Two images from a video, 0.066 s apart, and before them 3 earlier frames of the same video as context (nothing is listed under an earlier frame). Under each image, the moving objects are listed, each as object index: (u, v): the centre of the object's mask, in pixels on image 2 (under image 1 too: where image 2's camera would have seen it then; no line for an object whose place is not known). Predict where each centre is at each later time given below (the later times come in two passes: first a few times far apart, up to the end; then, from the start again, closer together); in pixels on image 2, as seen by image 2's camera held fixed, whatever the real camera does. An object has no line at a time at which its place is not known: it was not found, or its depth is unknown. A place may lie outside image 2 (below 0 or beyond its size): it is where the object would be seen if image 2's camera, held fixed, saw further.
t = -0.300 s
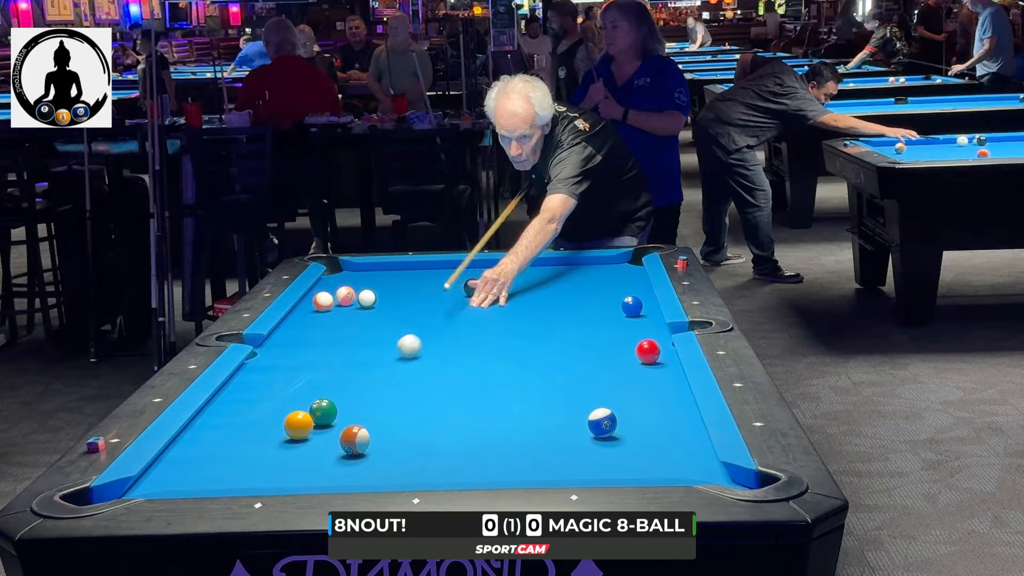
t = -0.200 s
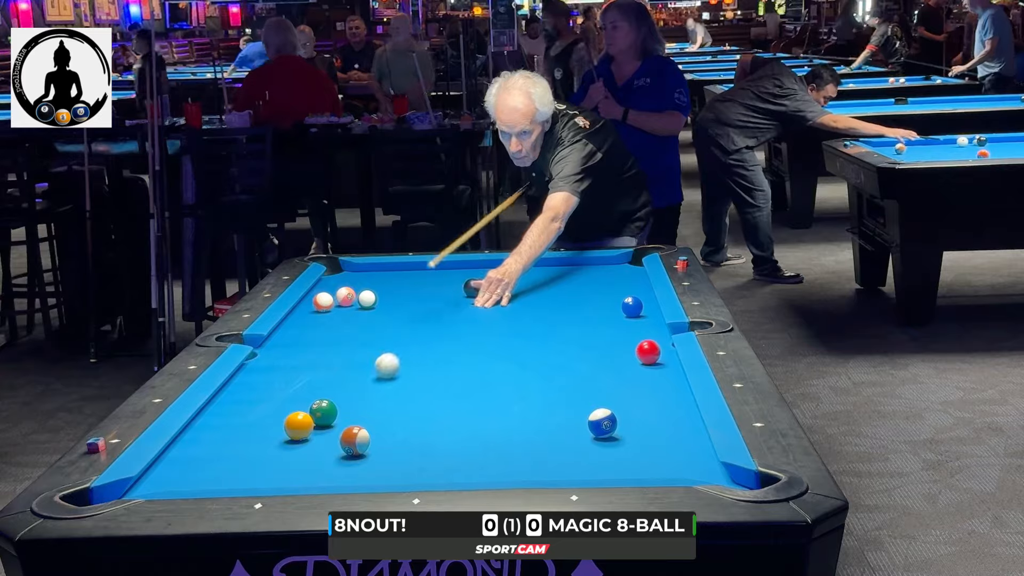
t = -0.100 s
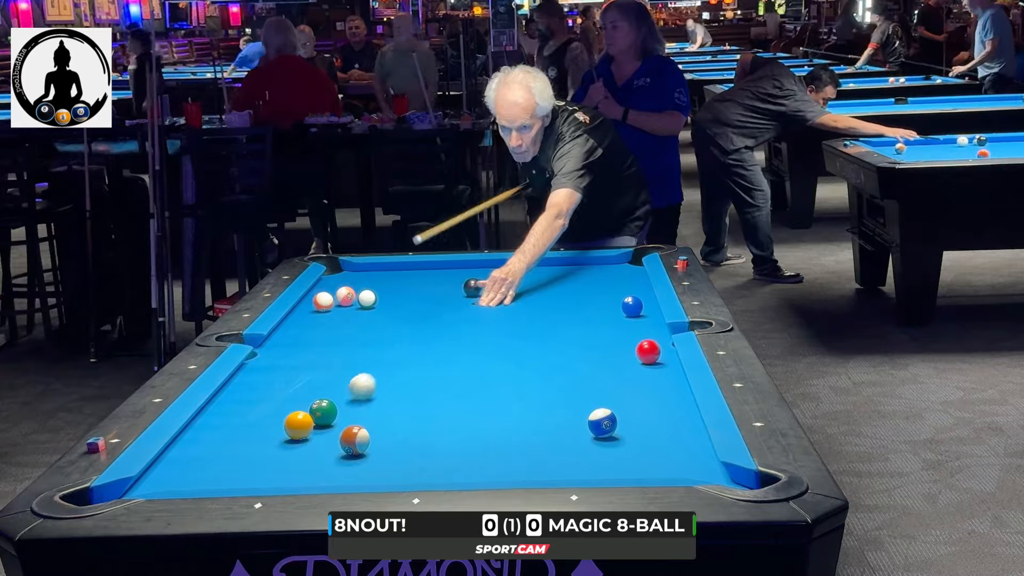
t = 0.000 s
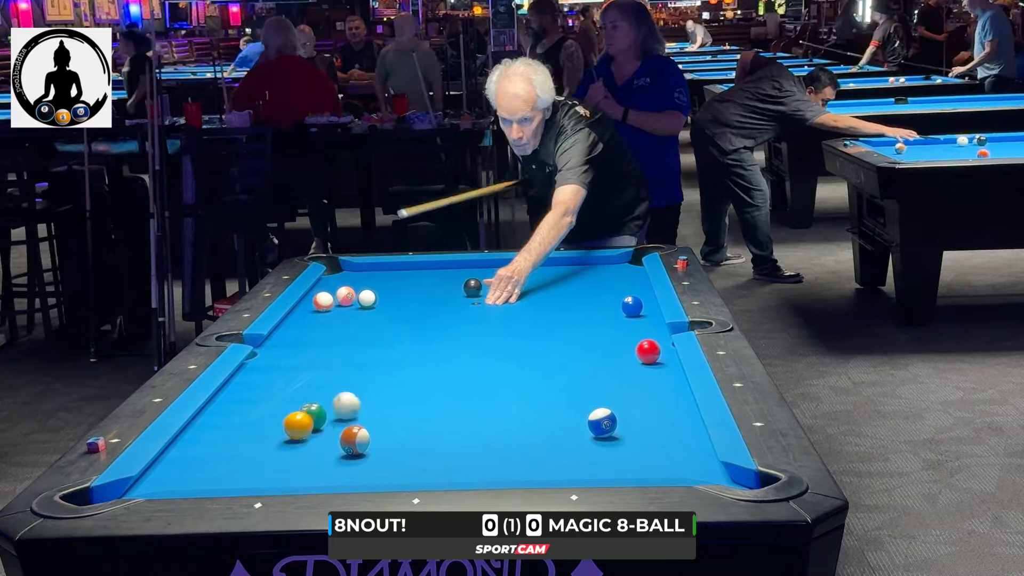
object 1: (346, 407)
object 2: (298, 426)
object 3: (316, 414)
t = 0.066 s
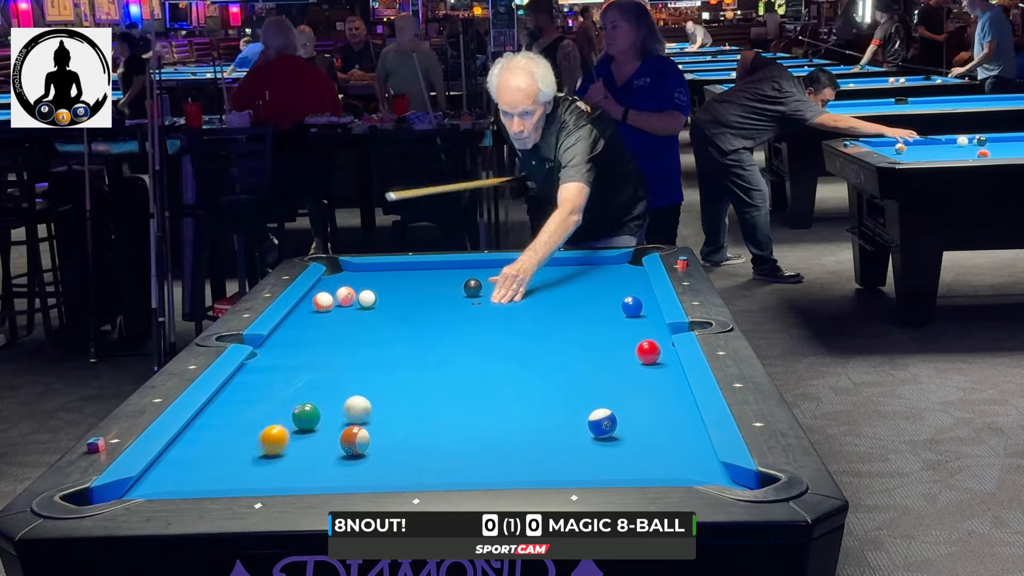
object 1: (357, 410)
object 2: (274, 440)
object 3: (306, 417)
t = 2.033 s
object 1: (583, 408)
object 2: (220, 410)
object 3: (281, 379)
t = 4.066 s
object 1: (647, 358)
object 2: (221, 408)
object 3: (319, 349)
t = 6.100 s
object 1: (641, 358)
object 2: (220, 408)
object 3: (319, 348)
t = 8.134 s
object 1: (641, 358)
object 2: (221, 408)
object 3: (319, 348)
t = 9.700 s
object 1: (641, 358)
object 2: (221, 408)
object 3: (319, 348)
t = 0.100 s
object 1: (362, 412)
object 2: (263, 446)
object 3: (303, 416)
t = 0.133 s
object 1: (365, 415)
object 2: (251, 452)
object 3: (301, 416)
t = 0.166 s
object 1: (369, 417)
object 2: (241, 459)
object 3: (298, 416)
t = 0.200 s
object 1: (373, 420)
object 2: (230, 465)
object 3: (295, 416)
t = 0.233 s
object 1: (376, 424)
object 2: (220, 470)
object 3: (292, 416)
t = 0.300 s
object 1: (382, 431)
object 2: (197, 479)
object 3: (287, 416)
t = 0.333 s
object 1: (384, 434)
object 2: (189, 481)
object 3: (284, 415)
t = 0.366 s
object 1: (388, 437)
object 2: (188, 479)
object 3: (282, 415)
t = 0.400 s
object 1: (391, 441)
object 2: (187, 477)
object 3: (280, 415)
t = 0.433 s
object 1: (395, 444)
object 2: (186, 475)
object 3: (277, 415)
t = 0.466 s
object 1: (398, 447)
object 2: (185, 472)
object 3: (275, 415)
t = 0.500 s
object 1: (402, 451)
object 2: (184, 468)
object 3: (273, 415)
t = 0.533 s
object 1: (406, 455)
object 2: (182, 464)
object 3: (271, 415)
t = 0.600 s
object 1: (413, 461)
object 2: (180, 457)
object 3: (266, 415)
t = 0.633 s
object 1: (417, 465)
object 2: (179, 454)
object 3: (264, 414)
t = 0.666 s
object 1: (420, 468)
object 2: (179, 451)
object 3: (262, 414)
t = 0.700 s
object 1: (424, 470)
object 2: (179, 448)
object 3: (260, 414)
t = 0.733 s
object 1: (428, 472)
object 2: (183, 445)
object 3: (258, 414)
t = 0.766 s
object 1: (432, 474)
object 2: (187, 442)
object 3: (256, 414)
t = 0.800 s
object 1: (436, 475)
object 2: (191, 440)
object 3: (255, 414)
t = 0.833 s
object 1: (441, 473)
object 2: (196, 437)
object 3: (253, 414)
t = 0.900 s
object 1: (452, 471)
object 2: (204, 432)
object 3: (249, 414)
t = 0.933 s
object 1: (457, 470)
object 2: (208, 430)
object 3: (247, 414)
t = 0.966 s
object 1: (462, 468)
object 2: (212, 427)
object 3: (246, 414)
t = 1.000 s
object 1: (467, 467)
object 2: (216, 425)
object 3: (244, 414)
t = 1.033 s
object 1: (472, 465)
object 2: (219, 423)
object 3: (244, 413)
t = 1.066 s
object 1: (477, 463)
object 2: (221, 421)
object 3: (244, 412)
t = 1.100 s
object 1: (481, 460)
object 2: (221, 421)
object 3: (246, 411)
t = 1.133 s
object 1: (486, 458)
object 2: (221, 420)
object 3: (247, 409)
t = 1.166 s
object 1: (490, 455)
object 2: (221, 420)
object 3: (248, 408)
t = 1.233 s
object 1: (499, 451)
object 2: (220, 419)
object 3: (251, 405)
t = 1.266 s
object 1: (503, 449)
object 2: (220, 418)
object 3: (253, 404)
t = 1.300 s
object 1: (507, 447)
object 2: (220, 418)
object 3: (254, 403)
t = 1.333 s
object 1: (511, 445)
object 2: (220, 417)
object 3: (256, 402)
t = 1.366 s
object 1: (516, 443)
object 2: (220, 417)
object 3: (257, 400)
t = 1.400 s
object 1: (520, 441)
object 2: (220, 416)
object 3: (259, 399)
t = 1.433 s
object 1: (523, 439)
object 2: (220, 416)
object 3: (260, 397)
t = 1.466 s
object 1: (527, 437)
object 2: (220, 415)
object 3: (261, 396)
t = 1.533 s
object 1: (535, 433)
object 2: (220, 415)
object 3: (264, 394)
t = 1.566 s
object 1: (539, 432)
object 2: (220, 414)
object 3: (265, 393)
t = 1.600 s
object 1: (542, 430)
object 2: (220, 414)
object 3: (267, 391)
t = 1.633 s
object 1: (546, 428)
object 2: (220, 413)
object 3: (268, 390)
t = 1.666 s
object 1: (549, 426)
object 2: (220, 413)
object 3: (269, 389)
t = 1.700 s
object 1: (553, 424)
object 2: (220, 412)
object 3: (270, 388)
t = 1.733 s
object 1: (556, 422)
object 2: (220, 412)
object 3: (271, 387)
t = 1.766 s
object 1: (560, 421)
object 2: (220, 412)
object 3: (273, 386)
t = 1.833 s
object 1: (566, 418)
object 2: (220, 411)
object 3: (275, 384)
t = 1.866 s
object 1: (569, 416)
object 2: (220, 411)
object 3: (276, 383)
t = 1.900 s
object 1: (572, 415)
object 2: (220, 411)
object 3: (277, 382)
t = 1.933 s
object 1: (575, 413)
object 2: (220, 411)
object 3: (278, 381)
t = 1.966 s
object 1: (578, 411)
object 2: (220, 410)
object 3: (279, 380)
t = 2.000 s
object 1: (580, 410)
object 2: (220, 410)
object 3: (280, 379)
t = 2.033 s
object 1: (583, 408)
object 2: (220, 410)
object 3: (281, 379)
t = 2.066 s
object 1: (586, 406)
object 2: (220, 410)
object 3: (282, 378)
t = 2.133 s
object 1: (592, 402)
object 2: (220, 409)
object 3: (284, 376)
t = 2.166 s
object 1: (595, 401)
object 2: (220, 409)
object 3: (286, 375)
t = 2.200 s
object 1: (598, 399)
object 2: (220, 409)
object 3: (286, 374)
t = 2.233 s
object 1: (601, 398)
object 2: (220, 409)
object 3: (287, 373)
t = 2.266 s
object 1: (604, 398)
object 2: (220, 409)
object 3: (288, 372)
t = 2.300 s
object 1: (607, 397)
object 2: (221, 408)
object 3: (289, 372)
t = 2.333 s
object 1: (609, 396)
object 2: (221, 408)
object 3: (290, 371)
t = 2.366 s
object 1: (612, 395)
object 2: (221, 408)
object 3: (291, 370)
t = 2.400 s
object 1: (614, 394)
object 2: (221, 408)
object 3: (292, 369)
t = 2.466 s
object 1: (619, 392)
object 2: (221, 408)
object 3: (294, 368)
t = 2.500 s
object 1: (621, 391)
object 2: (221, 408)
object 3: (295, 368)
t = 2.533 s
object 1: (624, 390)
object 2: (221, 408)
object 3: (296, 367)
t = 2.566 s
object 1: (626, 388)
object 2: (221, 408)
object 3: (296, 366)
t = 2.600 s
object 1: (628, 387)
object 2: (221, 408)
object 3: (297, 365)
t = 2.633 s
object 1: (631, 386)
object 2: (221, 408)
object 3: (298, 365)
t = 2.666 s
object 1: (633, 385)
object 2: (220, 408)
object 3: (299, 364)
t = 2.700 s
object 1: (635, 384)
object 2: (221, 408)
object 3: (300, 364)
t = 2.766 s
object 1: (639, 382)
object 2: (220, 408)
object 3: (301, 362)
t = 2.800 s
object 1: (642, 381)
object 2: (221, 408)
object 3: (302, 362)
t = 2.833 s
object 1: (644, 380)
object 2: (221, 408)
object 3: (303, 361)
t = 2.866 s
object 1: (646, 379)
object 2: (221, 408)
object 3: (303, 361)
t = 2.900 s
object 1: (647, 378)
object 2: (221, 408)
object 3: (304, 360)
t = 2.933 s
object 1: (650, 377)
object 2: (221, 408)
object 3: (304, 360)
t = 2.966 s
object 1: (652, 376)
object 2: (221, 408)
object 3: (305, 359)
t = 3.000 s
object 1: (653, 375)
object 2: (221, 408)
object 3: (306, 359)
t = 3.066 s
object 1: (657, 373)
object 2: (220, 408)
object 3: (307, 358)
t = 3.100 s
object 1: (659, 372)
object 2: (221, 408)
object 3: (307, 357)
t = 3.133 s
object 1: (661, 372)
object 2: (221, 408)
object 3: (308, 357)
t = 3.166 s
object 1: (662, 371)
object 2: (221, 408)
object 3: (309, 357)
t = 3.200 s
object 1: (664, 370)
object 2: (221, 408)
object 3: (309, 356)
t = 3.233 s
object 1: (666, 369)
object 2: (221, 408)
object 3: (309, 356)
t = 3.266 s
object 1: (668, 368)
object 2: (221, 408)
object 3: (310, 356)
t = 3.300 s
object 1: (669, 367)
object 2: (220, 408)
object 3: (310, 355)
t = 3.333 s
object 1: (668, 367)
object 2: (220, 408)
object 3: (311, 355)
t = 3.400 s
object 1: (666, 366)
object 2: (220, 408)
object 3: (312, 354)
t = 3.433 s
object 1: (665, 366)
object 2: (221, 408)
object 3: (312, 354)
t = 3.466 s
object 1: (663, 365)
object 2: (221, 408)
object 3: (313, 353)
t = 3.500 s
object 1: (662, 364)
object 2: (221, 408)
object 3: (313, 353)
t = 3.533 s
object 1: (661, 364)
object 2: (221, 408)
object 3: (313, 352)
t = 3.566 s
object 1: (660, 364)
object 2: (221, 408)
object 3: (314, 352)
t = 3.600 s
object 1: (659, 363)
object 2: (221, 408)
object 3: (314, 352)
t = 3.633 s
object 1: (658, 363)
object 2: (221, 408)
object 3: (315, 352)
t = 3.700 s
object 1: (656, 362)
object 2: (221, 408)
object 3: (315, 351)
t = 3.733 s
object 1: (655, 361)
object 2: (221, 408)
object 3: (316, 351)
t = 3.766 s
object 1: (654, 361)
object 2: (221, 408)
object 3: (316, 351)
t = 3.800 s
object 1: (653, 361)
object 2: (221, 408)
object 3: (317, 350)
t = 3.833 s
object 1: (652, 360)
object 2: (221, 408)
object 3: (317, 350)
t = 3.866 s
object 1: (651, 360)
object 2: (221, 408)
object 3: (317, 350)
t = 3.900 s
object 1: (650, 360)
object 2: (221, 408)
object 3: (317, 350)
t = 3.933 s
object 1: (650, 359)
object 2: (221, 408)
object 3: (318, 350)
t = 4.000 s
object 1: (648, 359)
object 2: (221, 408)
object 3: (318, 349)
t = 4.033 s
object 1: (648, 359)
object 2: (221, 408)
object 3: (318, 349)
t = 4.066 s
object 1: (647, 358)
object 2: (221, 408)
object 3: (319, 349)
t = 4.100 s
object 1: (646, 359)
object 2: (221, 408)
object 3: (319, 349)
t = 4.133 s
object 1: (646, 359)
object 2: (221, 408)
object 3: (319, 349)
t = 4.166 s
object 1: (645, 358)
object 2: (220, 408)
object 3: (319, 348)
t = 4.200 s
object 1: (645, 358)
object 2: (221, 408)
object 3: (319, 348)
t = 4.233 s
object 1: (644, 358)
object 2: (221, 408)
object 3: (319, 348)
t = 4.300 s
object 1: (643, 358)
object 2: (221, 408)
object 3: (319, 348)
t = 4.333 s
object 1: (643, 358)
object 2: (221, 408)
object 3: (319, 348)
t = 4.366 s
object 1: (642, 358)
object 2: (221, 408)
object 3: (319, 348)
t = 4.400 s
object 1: (642, 358)
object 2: (221, 408)
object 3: (319, 348)
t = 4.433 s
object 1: (642, 358)
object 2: (221, 408)
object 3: (319, 348)
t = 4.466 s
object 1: (642, 358)
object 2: (221, 408)
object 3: (319, 348)
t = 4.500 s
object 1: (641, 358)
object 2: (220, 408)
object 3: (319, 348)
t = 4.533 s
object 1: (641, 358)
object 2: (221, 408)
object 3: (319, 348)
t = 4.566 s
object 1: (641, 358)
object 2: (221, 408)
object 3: (319, 348)
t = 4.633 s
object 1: (641, 358)
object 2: (221, 408)
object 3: (319, 348)
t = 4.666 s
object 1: (641, 358)
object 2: (221, 408)
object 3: (319, 348)
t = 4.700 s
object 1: (641, 358)
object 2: (221, 408)
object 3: (319, 348)
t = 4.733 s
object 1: (641, 358)
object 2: (221, 408)
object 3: (319, 348)
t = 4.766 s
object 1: (641, 358)
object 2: (220, 408)
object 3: (319, 348)
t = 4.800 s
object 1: (641, 358)
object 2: (221, 408)
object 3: (319, 348)
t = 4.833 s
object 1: (641, 358)
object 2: (221, 408)
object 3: (319, 348)
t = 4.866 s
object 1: (641, 358)
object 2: (221, 408)
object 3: (319, 348)
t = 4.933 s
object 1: (641, 358)
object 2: (221, 408)
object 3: (319, 348)
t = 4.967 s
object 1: (641, 358)
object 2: (221, 408)
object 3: (319, 348)
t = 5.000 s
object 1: (641, 358)
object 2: (220, 408)
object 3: (319, 348)
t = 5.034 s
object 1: (641, 358)
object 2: (220, 408)
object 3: (318, 348)
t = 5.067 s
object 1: (641, 358)
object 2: (221, 408)
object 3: (318, 348)
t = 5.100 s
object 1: (641, 358)
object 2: (221, 408)
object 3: (319, 348)
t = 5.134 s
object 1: (641, 358)
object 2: (221, 408)
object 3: (318, 348)
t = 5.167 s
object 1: (641, 358)
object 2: (221, 408)
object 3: (319, 348)
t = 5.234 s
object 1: (641, 358)
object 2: (221, 408)
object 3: (319, 348)
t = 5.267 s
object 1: (641, 358)
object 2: (221, 408)
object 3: (319, 348)
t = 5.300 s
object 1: (641, 358)
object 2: (221, 408)
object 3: (319, 348)
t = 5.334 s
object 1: (641, 358)
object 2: (220, 408)
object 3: (319, 348)
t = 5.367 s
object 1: (641, 358)
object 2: (221, 408)
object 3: (319, 348)
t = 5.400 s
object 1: (641, 358)
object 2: (220, 408)
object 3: (319, 348)
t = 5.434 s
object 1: (641, 358)
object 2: (220, 408)
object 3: (319, 348)
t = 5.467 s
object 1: (641, 358)
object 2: (220, 408)
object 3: (319, 348)
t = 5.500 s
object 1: (641, 358)
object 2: (221, 408)
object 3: (319, 348)
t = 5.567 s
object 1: (641, 358)
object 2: (220, 408)
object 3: (319, 348)
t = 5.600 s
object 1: (641, 358)
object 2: (220, 408)
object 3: (318, 348)
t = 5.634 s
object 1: (641, 358)
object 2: (221, 408)
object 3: (318, 348)
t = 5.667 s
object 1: (641, 358)
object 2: (220, 408)
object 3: (319, 348)
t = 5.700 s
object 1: (641, 358)
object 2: (220, 408)
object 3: (319, 348)
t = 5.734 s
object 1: (641, 358)
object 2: (220, 408)
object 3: (319, 348)
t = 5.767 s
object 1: (641, 358)
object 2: (220, 408)
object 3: (319, 348)
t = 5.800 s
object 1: (641, 358)
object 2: (220, 408)
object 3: (319, 348)
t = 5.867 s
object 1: (641, 358)
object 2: (220, 408)
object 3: (319, 348)
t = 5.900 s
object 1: (641, 358)
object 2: (220, 408)
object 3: (318, 348)
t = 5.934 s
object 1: (641, 358)
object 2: (220, 408)
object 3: (318, 348)
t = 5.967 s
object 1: (641, 358)
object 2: (220, 408)
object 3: (318, 348)
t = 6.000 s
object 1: (641, 358)
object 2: (220, 408)
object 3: (319, 348)
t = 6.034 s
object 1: (641, 358)
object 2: (220, 408)
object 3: (318, 348)
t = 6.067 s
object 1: (641, 358)
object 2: (220, 408)
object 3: (318, 348)
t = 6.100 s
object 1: (641, 358)
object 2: (220, 408)
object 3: (319, 348)
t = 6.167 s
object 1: (641, 358)
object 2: (221, 408)
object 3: (318, 348)
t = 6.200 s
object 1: (641, 358)
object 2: (221, 408)
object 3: (318, 348)
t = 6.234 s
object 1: (641, 358)
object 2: (220, 408)
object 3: (318, 348)
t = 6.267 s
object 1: (641, 358)
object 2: (220, 408)
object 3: (318, 348)
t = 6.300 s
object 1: (641, 358)
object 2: (220, 408)
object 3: (318, 348)
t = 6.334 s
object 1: (641, 358)
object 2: (221, 408)
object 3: (318, 348)
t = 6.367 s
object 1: (641, 358)
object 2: (221, 408)
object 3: (319, 348)
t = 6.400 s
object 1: (641, 358)
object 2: (221, 408)
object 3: (319, 348)
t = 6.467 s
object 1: (641, 358)
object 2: (221, 408)
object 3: (319, 348)
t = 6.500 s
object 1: (641, 358)
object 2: (221, 408)
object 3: (319, 348)
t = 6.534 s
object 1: (641, 358)
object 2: (221, 408)
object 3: (319, 348)
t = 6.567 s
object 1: (641, 358)
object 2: (221, 408)
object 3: (319, 348)
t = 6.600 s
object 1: (641, 358)
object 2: (221, 408)
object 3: (318, 348)
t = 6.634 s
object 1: (641, 358)
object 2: (220, 408)
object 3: (319, 348)
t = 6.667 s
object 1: (641, 358)
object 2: (221, 408)
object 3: (319, 348)
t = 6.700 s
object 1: (641, 358)
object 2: (221, 408)
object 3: (319, 348)
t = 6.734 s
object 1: (641, 358)
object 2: (221, 408)
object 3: (319, 348)
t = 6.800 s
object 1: (641, 358)
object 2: (221, 408)
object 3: (319, 348)
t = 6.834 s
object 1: (641, 358)
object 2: (221, 408)
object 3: (319, 348)
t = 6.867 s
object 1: (641, 358)
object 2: (221, 408)
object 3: (319, 348)
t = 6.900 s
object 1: (641, 358)
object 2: (221, 408)
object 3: (319, 348)
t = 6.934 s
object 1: (641, 358)
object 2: (221, 408)
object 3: (318, 348)
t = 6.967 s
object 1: (641, 358)
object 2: (221, 408)
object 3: (319, 348)
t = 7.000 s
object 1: (641, 358)
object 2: (221, 408)
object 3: (319, 348)
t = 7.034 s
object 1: (641, 358)
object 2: (221, 408)
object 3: (319, 348)
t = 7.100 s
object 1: (641, 358)
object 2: (221, 408)
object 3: (318, 348)
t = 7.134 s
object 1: (641, 358)
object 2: (220, 408)
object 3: (318, 348)
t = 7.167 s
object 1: (641, 358)
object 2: (221, 408)
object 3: (318, 348)
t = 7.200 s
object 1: (641, 358)
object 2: (220, 408)
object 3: (318, 348)
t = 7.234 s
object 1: (641, 358)
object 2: (221, 408)
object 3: (319, 348)
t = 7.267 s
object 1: (641, 358)
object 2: (221, 408)
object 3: (319, 348)
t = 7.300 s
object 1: (641, 358)
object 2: (221, 408)
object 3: (319, 348)
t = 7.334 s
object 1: (641, 358)
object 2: (221, 408)
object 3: (319, 348)
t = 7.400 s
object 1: (641, 358)
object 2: (220, 408)
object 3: (318, 348)
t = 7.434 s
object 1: (641, 358)
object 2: (220, 408)
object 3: (318, 348)
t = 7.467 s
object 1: (641, 358)
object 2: (220, 408)
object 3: (318, 348)
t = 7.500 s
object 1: (641, 358)
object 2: (220, 408)
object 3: (319, 348)
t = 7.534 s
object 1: (641, 358)
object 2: (220, 408)
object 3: (318, 348)
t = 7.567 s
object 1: (641, 358)
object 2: (221, 408)
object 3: (319, 348)
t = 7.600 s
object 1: (641, 358)
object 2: (221, 408)
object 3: (319, 348)
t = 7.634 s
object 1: (641, 358)
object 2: (221, 408)
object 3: (319, 348)
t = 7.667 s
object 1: (641, 358)
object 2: (220, 408)
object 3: (319, 348)
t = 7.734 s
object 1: (641, 358)
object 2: (220, 408)
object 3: (318, 348)
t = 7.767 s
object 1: (641, 358)
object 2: (220, 408)
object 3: (318, 348)
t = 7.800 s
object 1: (641, 358)
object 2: (220, 408)
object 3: (319, 348)
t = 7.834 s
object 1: (641, 358)
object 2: (221, 408)
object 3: (318, 348)
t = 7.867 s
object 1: (641, 358)
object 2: (221, 408)
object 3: (319, 348)
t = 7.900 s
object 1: (641, 358)
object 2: (221, 408)
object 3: (319, 348)
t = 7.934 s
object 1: (641, 358)
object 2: (221, 408)
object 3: (319, 348)
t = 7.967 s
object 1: (641, 358)
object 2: (221, 408)
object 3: (319, 348)
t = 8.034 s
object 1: (641, 358)
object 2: (220, 408)
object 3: (318, 348)
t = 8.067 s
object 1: (641, 358)
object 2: (221, 408)
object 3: (318, 348)
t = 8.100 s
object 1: (641, 358)
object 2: (221, 408)
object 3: (319, 348)
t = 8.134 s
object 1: (641, 358)
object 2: (221, 408)
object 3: (319, 348)
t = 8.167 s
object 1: (641, 358)
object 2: (220, 408)
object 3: (319, 348)
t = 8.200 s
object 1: (641, 358)
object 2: (221, 408)
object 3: (319, 348)
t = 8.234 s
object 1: (641, 358)
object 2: (221, 408)
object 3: (319, 348)
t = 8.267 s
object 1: (641, 358)
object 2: (221, 408)
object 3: (319, 348)
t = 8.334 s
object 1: (641, 358)
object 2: (221, 408)
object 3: (319, 348)
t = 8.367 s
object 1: (641, 358)
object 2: (220, 408)
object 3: (319, 348)
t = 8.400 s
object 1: (641, 358)
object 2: (220, 408)
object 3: (318, 348)
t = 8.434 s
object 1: (641, 358)
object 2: (220, 408)
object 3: (319, 348)
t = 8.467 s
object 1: (641, 358)
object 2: (221, 408)
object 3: (319, 348)
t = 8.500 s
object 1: (641, 358)
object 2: (221, 408)
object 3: (319, 348)
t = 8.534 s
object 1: (641, 358)
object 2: (220, 408)
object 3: (319, 348)
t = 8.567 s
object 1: (641, 358)
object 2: (221, 408)
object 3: (319, 348)
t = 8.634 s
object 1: (641, 358)
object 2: (220, 408)
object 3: (319, 348)
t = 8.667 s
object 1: (641, 358)
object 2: (221, 408)
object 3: (319, 348)
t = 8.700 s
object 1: (641, 358)
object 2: (220, 408)
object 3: (319, 348)
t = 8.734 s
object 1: (641, 358)
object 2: (221, 408)
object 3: (319, 348)
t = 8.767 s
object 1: (641, 358)
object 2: (221, 408)
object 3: (319, 348)
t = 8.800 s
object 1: (641, 358)
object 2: (221, 408)
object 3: (319, 348)
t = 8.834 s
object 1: (641, 358)
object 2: (221, 408)
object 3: (319, 348)
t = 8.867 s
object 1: (641, 358)
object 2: (221, 408)
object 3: (319, 348)
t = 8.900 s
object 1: (641, 358)
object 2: (220, 408)
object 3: (319, 348)
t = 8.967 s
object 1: (641, 358)
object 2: (221, 408)
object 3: (319, 348)
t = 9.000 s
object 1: (641, 358)
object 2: (221, 408)
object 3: (319, 348)
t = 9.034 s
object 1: (641, 358)
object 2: (221, 408)
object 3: (319, 348)
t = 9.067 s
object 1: (641, 358)
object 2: (221, 408)
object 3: (319, 348)
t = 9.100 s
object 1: (641, 358)
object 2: (221, 408)
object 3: (319, 348)
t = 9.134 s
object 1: (641, 358)
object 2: (221, 408)
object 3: (319, 348)
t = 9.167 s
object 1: (641, 358)
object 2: (221, 408)
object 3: (319, 348)
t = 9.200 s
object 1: (641, 358)
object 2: (220, 408)
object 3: (319, 348)
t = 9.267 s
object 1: (641, 358)
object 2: (221, 408)
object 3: (318, 348)
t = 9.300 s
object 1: (641, 358)
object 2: (221, 408)
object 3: (319, 348)
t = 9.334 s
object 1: (641, 358)
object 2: (221, 408)
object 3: (319, 348)
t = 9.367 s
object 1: (641, 358)
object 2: (221, 408)
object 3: (319, 348)
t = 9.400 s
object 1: (641, 358)
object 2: (220, 408)
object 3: (319, 348)
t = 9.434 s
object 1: (641, 358)
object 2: (221, 408)
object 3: (319, 348)
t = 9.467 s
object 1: (641, 358)
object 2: (220, 408)
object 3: (319, 348)
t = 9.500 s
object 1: (641, 358)
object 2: (220, 408)
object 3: (319, 348)
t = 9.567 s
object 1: (641, 358)
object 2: (221, 408)
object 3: (319, 348)
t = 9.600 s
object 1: (641, 358)
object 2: (221, 408)
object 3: (319, 348)
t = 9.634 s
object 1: (641, 358)
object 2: (220, 408)
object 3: (319, 348)
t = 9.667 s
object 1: (641, 358)
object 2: (221, 408)
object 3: (319, 348)
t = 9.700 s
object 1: (641, 358)
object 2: (221, 408)
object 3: (319, 348)
